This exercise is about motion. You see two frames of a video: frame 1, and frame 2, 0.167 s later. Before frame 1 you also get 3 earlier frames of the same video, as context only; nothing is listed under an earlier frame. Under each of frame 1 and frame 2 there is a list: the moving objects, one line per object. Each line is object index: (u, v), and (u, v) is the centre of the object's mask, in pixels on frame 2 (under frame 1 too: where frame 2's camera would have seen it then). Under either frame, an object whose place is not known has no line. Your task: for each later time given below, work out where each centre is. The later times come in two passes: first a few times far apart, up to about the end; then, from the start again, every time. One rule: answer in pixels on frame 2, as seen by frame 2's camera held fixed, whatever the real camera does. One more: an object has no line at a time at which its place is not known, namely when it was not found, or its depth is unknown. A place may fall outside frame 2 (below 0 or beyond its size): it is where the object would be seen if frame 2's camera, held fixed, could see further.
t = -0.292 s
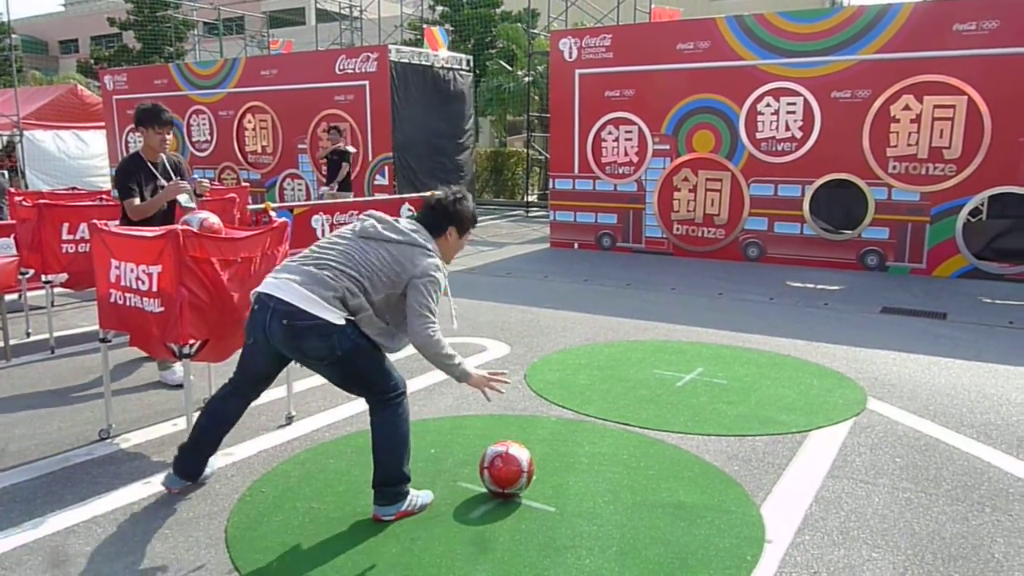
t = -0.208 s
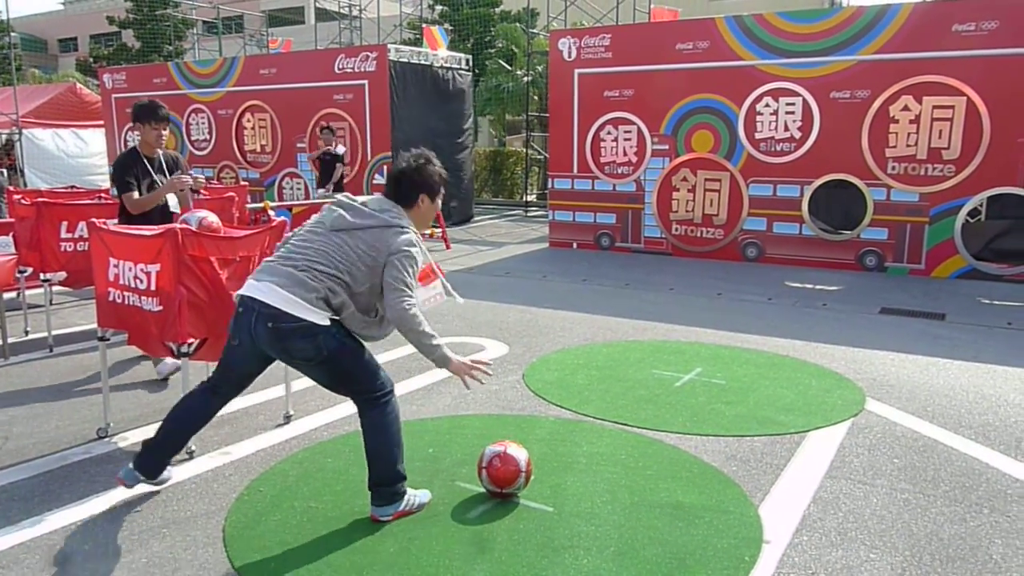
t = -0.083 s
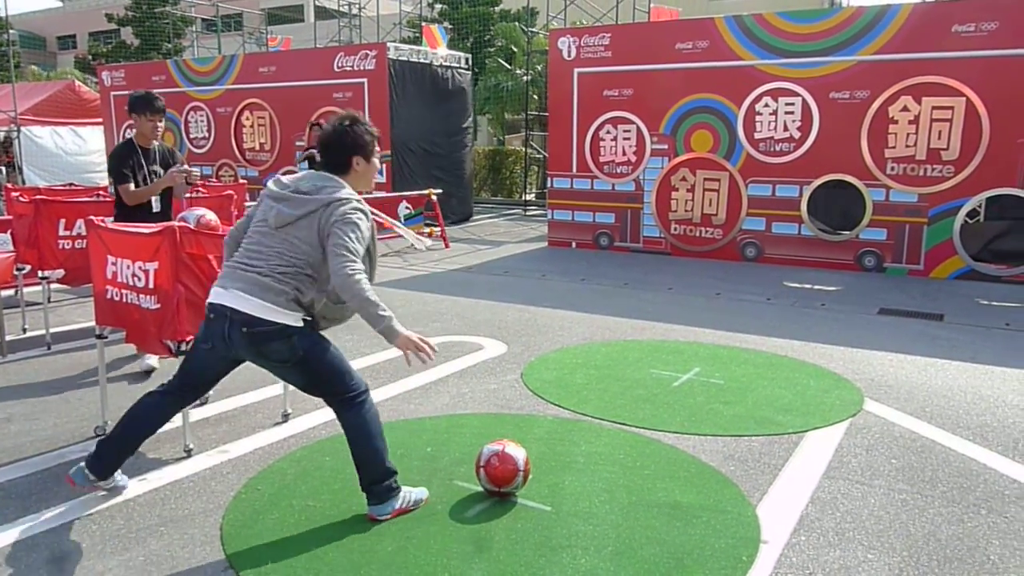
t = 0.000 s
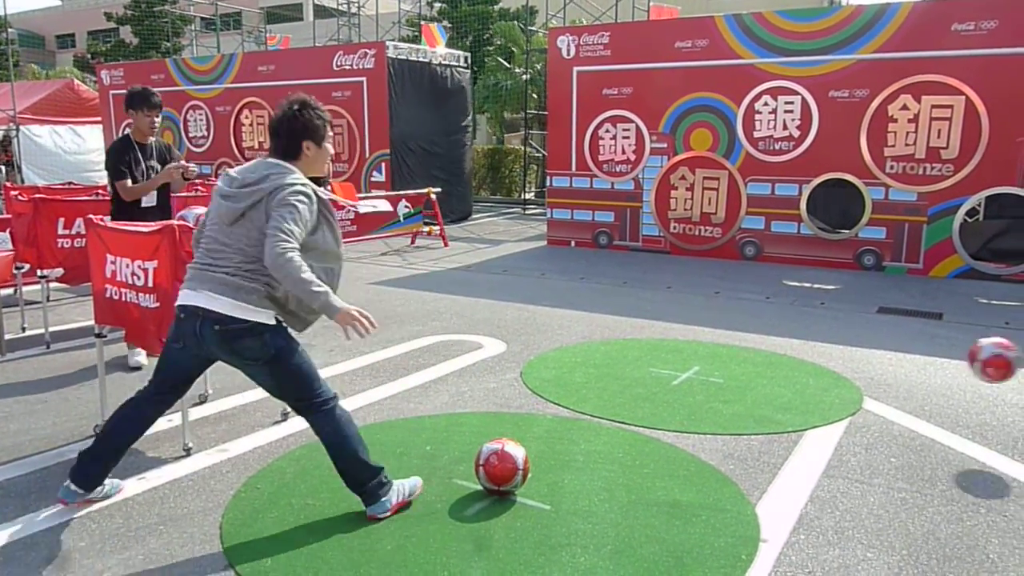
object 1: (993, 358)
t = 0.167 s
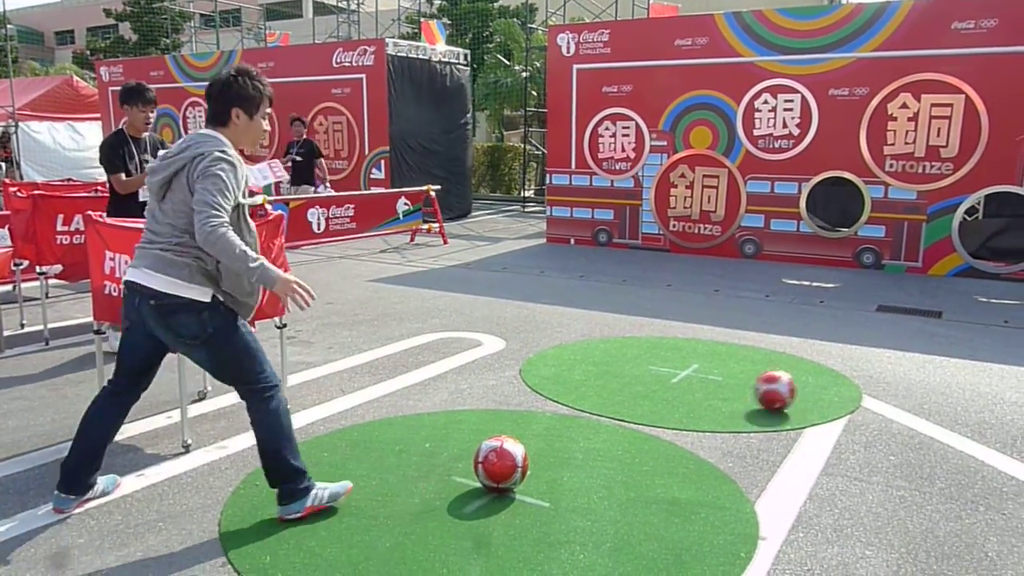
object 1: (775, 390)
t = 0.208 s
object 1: (742, 375)
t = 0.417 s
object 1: (602, 330)
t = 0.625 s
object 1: (481, 351)
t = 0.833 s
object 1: (376, 317)
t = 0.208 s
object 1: (742, 375)
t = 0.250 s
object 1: (713, 360)
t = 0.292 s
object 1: (684, 347)
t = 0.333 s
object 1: (655, 338)
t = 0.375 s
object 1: (628, 332)
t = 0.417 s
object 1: (602, 330)
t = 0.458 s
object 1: (576, 330)
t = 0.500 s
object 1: (551, 333)
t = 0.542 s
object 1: (526, 339)
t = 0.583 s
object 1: (504, 347)
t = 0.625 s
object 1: (481, 351)
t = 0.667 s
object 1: (458, 337)
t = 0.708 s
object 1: (437, 328)
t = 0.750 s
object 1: (416, 321)
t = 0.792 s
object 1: (395, 317)
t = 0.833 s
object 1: (376, 317)
